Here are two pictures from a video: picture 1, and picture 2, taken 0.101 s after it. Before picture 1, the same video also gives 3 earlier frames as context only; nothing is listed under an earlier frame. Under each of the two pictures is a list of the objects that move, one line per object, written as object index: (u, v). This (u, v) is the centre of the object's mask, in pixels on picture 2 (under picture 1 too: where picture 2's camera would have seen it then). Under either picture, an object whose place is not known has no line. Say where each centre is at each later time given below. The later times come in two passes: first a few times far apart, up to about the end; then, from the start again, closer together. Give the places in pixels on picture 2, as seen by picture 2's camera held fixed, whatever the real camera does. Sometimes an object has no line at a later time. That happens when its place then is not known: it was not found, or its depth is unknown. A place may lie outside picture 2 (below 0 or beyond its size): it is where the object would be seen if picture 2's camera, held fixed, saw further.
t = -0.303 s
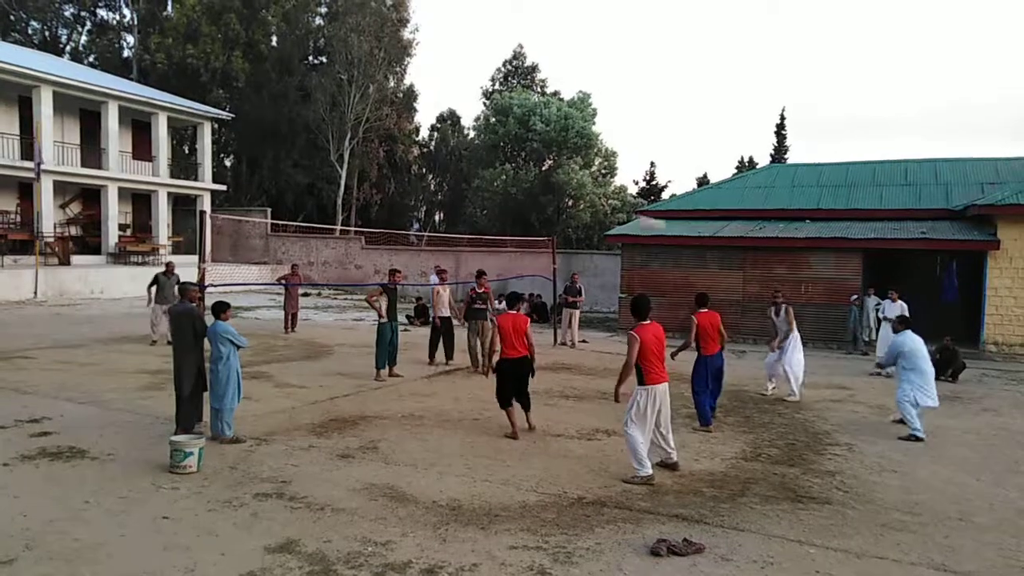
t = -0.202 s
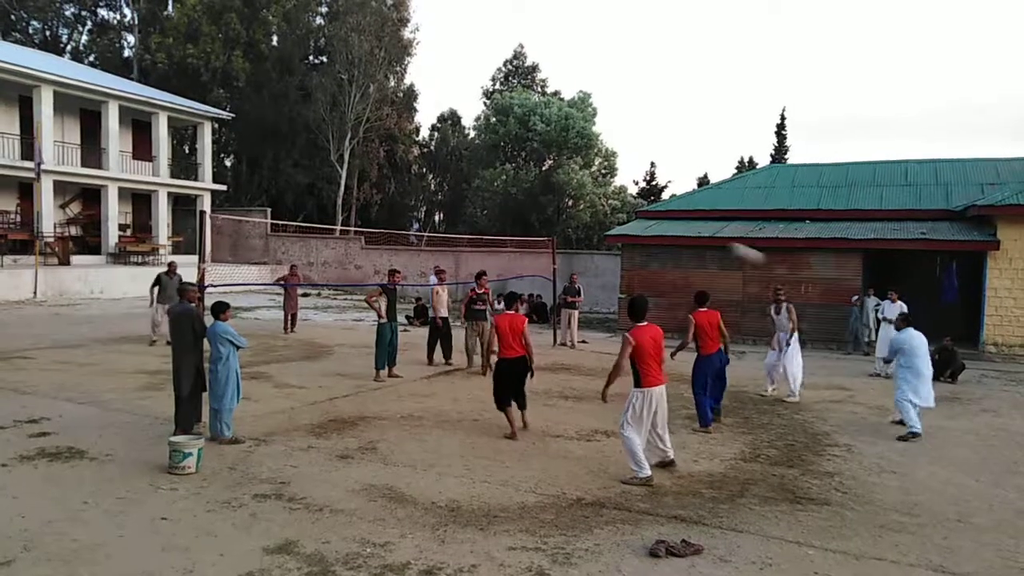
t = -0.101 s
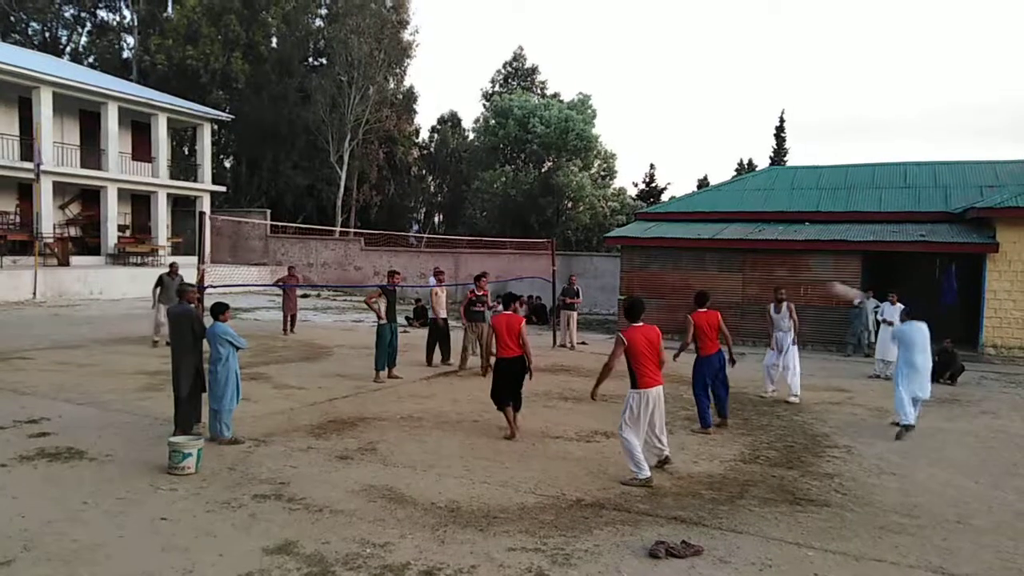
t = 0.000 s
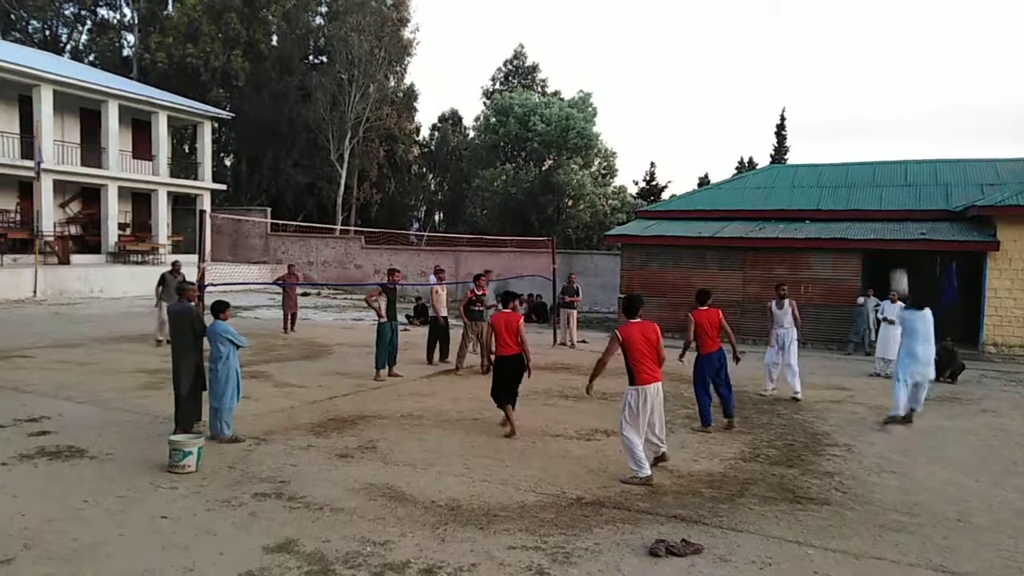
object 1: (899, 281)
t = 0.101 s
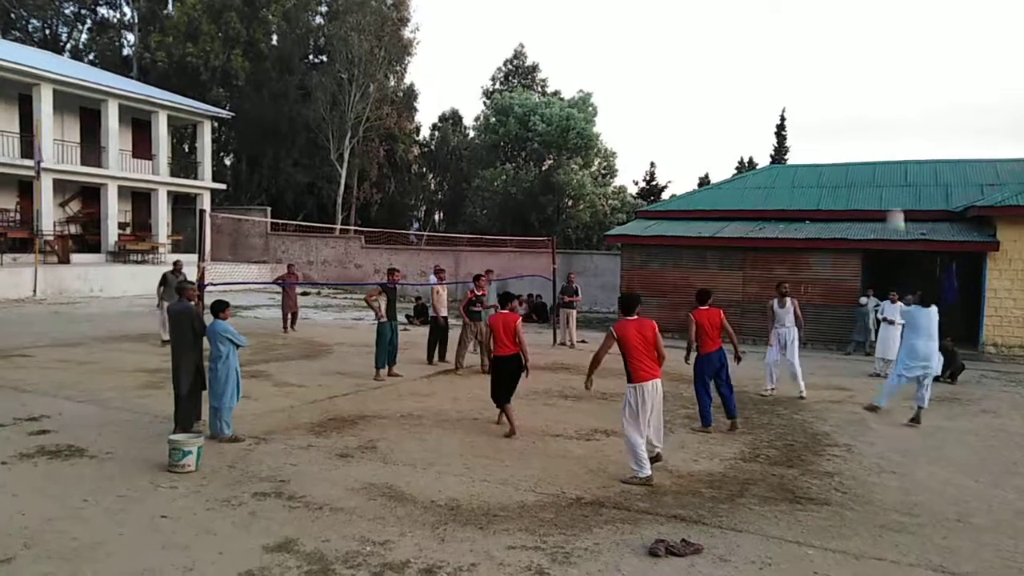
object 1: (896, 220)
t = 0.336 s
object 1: (886, 106)
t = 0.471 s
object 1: (884, 57)
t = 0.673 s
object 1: (879, 10)
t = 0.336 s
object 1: (886, 106)
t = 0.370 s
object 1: (885, 93)
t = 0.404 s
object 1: (885, 80)
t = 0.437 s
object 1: (884, 68)
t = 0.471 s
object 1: (884, 57)
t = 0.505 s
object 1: (883, 47)
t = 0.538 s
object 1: (882, 38)
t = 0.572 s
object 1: (881, 30)
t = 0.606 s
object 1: (880, 23)
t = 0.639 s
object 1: (880, 16)
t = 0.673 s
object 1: (879, 10)
